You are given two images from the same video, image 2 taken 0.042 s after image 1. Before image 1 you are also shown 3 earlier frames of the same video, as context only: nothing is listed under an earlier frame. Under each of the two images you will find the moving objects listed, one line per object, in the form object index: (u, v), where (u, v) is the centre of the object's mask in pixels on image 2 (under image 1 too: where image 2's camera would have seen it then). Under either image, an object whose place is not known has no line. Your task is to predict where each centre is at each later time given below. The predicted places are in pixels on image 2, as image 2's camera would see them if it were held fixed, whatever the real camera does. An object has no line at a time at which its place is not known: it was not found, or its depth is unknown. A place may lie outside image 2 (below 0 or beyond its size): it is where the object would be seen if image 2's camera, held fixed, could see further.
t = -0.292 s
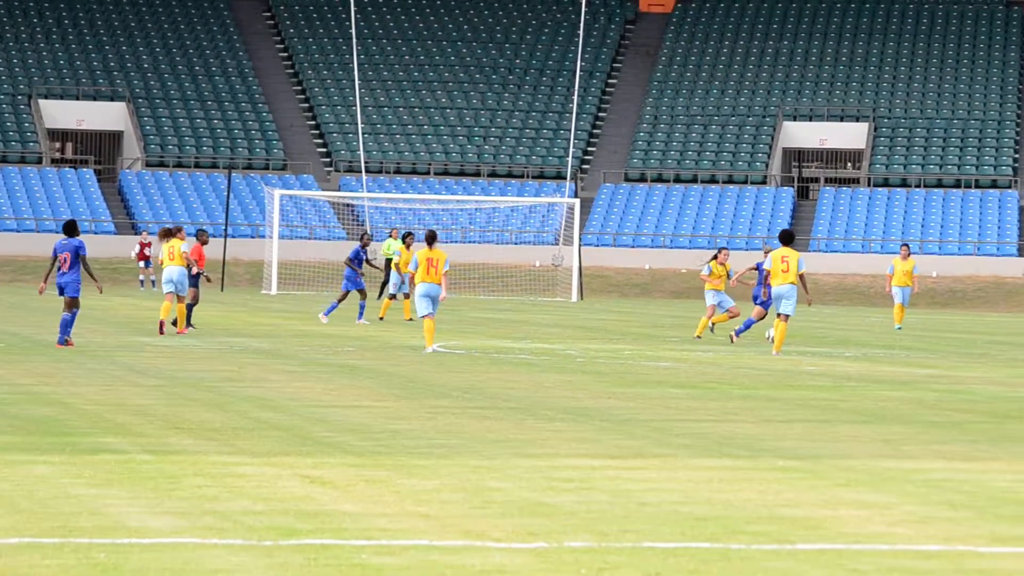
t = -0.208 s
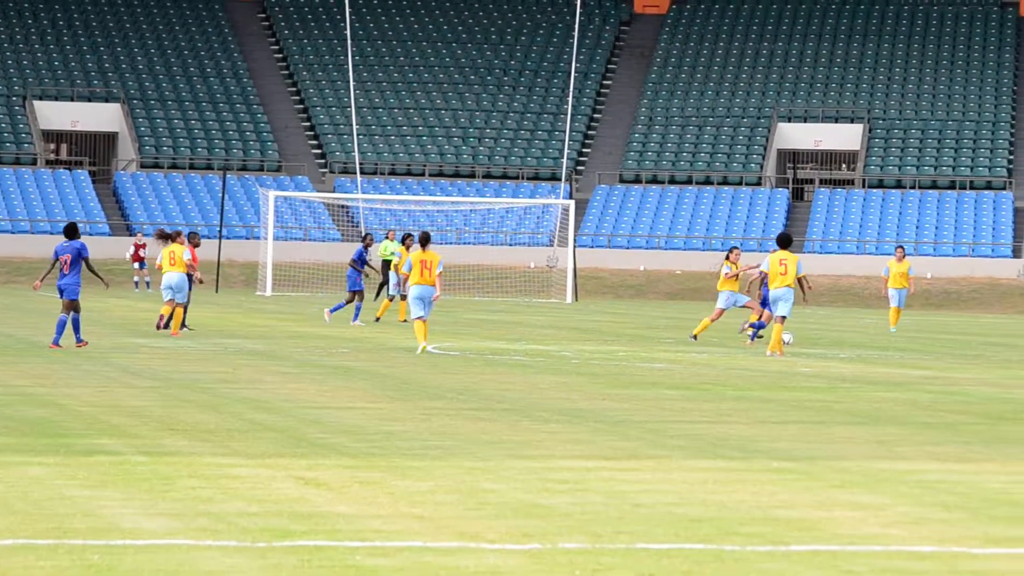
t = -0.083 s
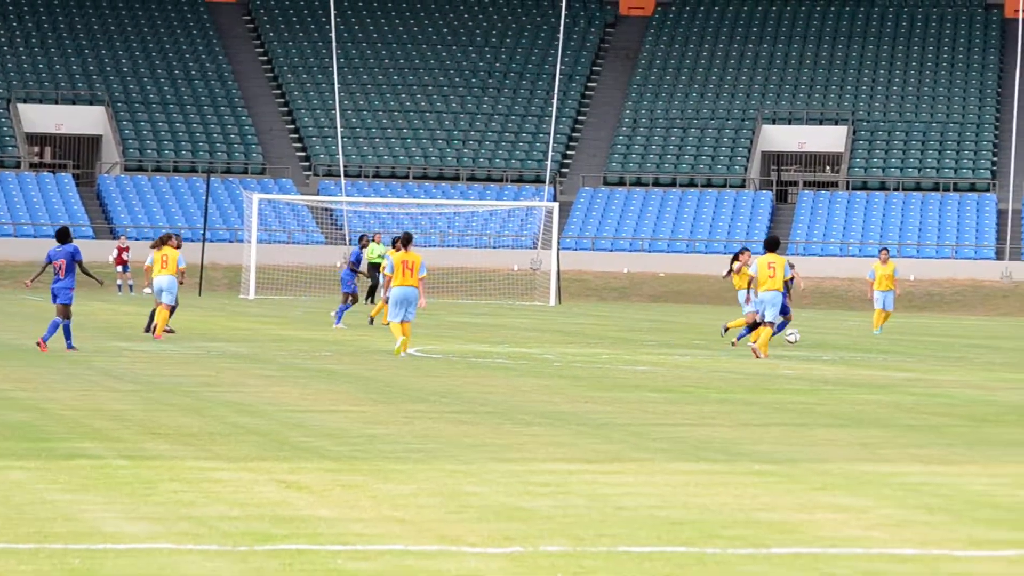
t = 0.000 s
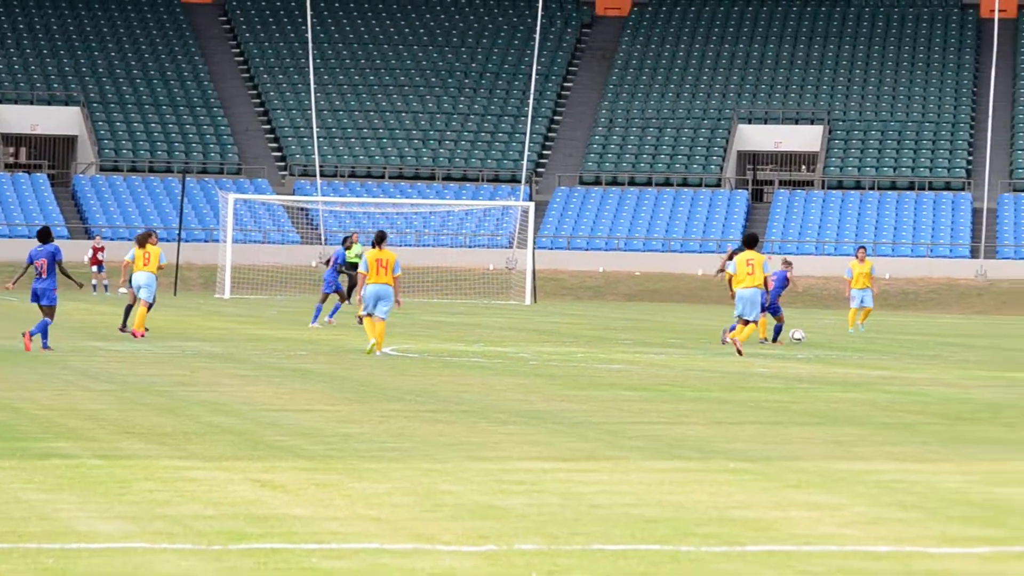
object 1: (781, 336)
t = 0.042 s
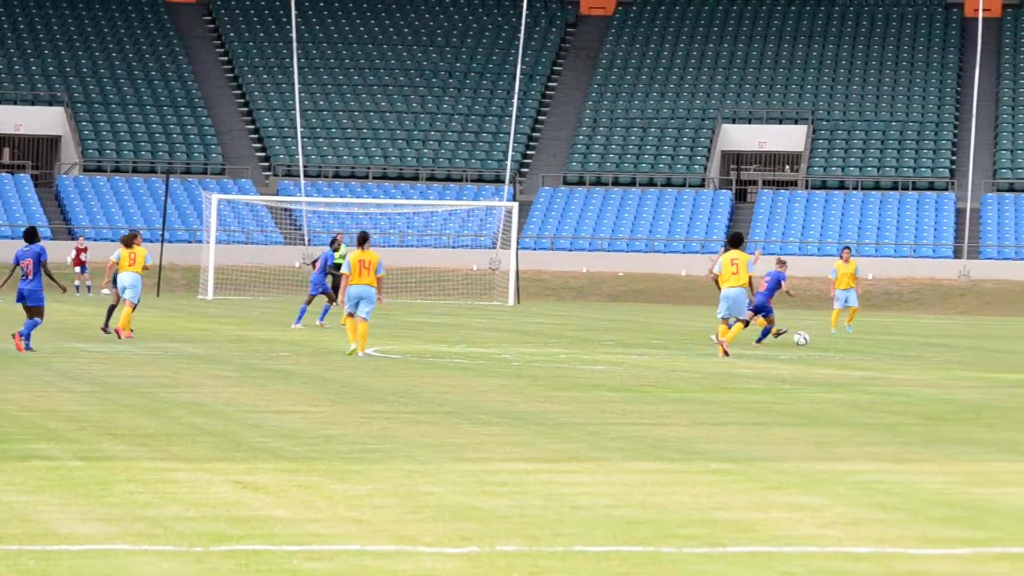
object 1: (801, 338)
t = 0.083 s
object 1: (821, 337)
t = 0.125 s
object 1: (839, 335)
